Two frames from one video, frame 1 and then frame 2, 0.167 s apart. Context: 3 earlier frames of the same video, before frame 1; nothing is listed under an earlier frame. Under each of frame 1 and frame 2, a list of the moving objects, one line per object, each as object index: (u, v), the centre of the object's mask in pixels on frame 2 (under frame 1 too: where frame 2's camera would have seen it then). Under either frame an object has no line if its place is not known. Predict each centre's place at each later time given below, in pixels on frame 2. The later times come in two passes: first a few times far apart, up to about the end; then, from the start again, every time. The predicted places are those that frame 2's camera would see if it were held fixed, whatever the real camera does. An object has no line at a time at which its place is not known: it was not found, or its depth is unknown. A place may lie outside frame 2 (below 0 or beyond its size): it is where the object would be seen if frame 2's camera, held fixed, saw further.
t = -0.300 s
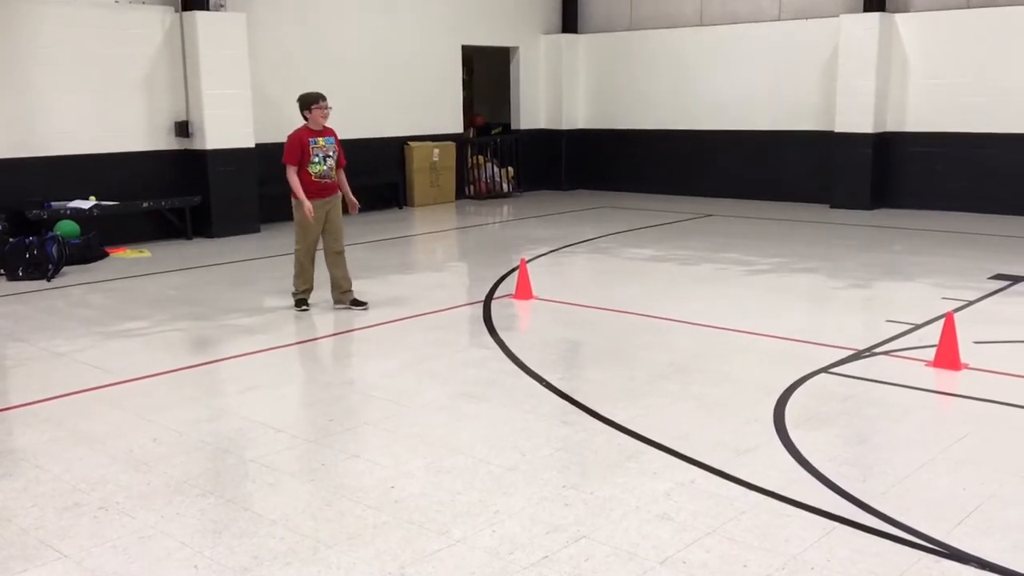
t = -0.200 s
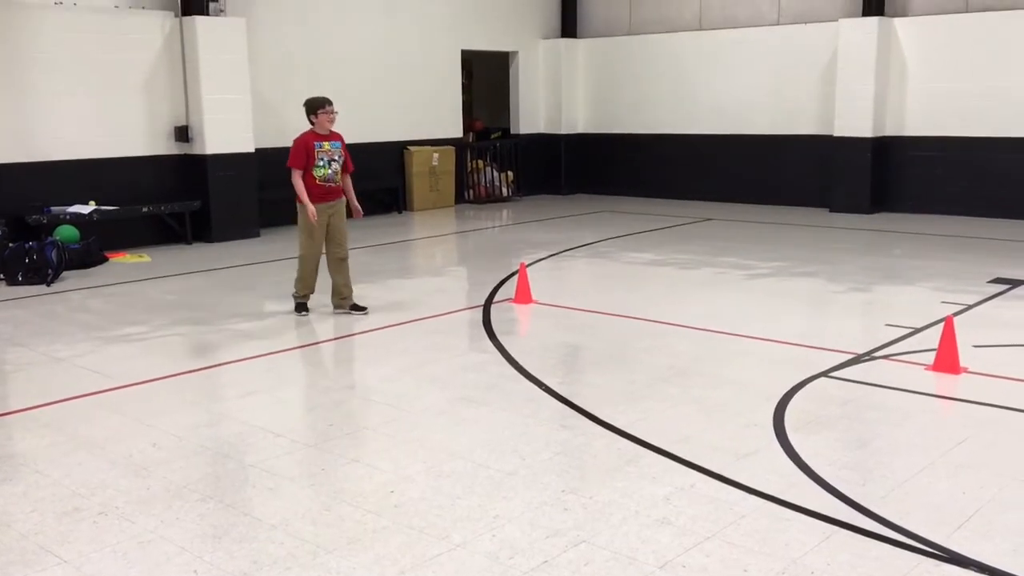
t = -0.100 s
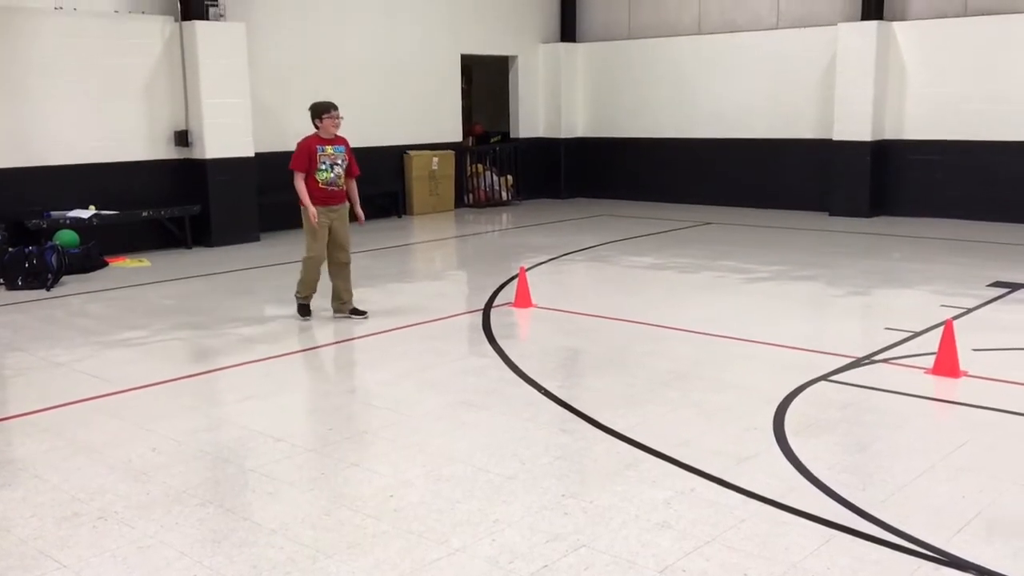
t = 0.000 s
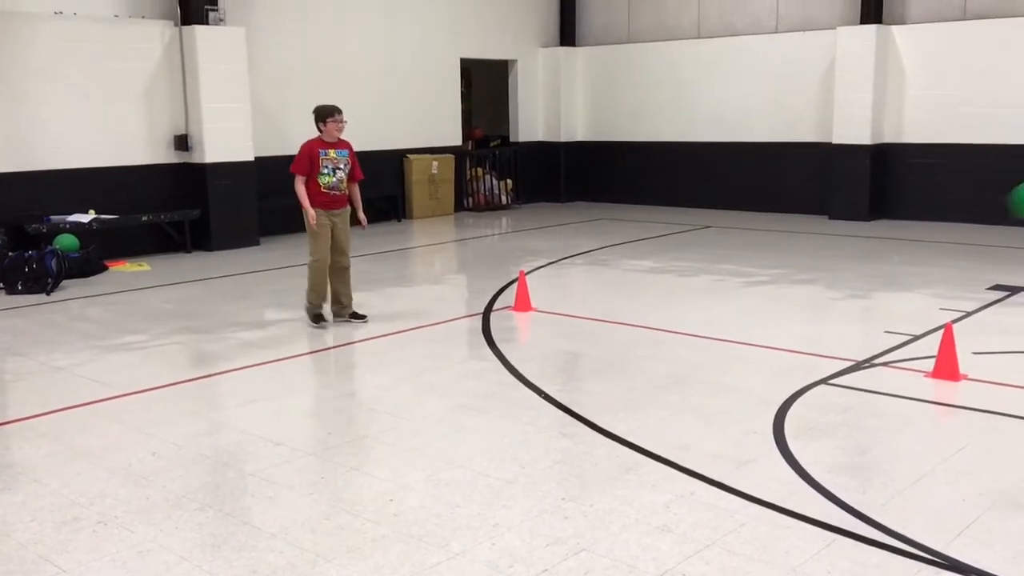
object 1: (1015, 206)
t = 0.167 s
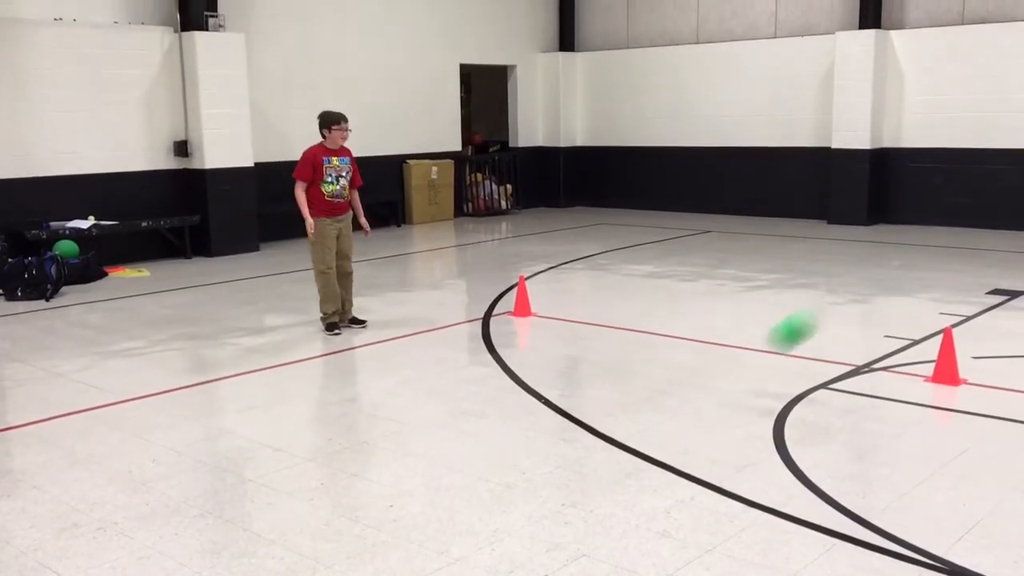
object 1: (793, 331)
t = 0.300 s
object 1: (684, 330)
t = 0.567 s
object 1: (564, 238)
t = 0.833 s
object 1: (471, 268)
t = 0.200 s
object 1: (750, 361)
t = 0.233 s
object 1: (720, 378)
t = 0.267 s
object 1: (701, 353)
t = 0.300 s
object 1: (684, 330)
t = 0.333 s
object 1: (668, 311)
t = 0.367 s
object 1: (651, 294)
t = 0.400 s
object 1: (636, 279)
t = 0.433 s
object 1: (621, 267)
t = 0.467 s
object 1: (606, 256)
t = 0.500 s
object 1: (592, 249)
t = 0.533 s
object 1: (577, 243)
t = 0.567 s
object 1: (564, 238)
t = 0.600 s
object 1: (551, 236)
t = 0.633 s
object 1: (539, 236)
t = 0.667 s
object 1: (527, 237)
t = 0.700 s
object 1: (514, 240)
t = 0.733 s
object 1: (502, 245)
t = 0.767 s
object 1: (492, 251)
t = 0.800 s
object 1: (481, 259)
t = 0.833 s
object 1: (471, 268)
